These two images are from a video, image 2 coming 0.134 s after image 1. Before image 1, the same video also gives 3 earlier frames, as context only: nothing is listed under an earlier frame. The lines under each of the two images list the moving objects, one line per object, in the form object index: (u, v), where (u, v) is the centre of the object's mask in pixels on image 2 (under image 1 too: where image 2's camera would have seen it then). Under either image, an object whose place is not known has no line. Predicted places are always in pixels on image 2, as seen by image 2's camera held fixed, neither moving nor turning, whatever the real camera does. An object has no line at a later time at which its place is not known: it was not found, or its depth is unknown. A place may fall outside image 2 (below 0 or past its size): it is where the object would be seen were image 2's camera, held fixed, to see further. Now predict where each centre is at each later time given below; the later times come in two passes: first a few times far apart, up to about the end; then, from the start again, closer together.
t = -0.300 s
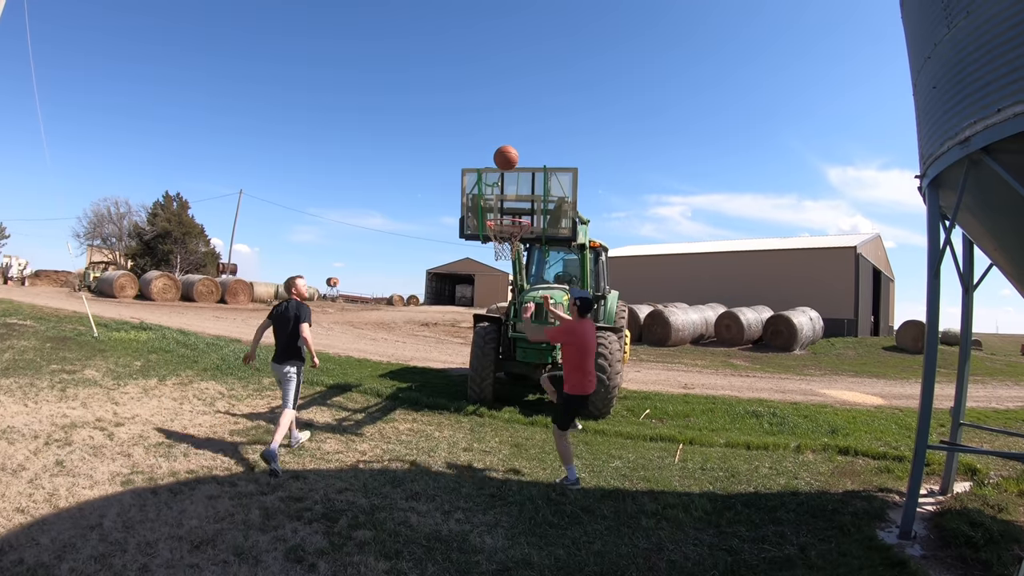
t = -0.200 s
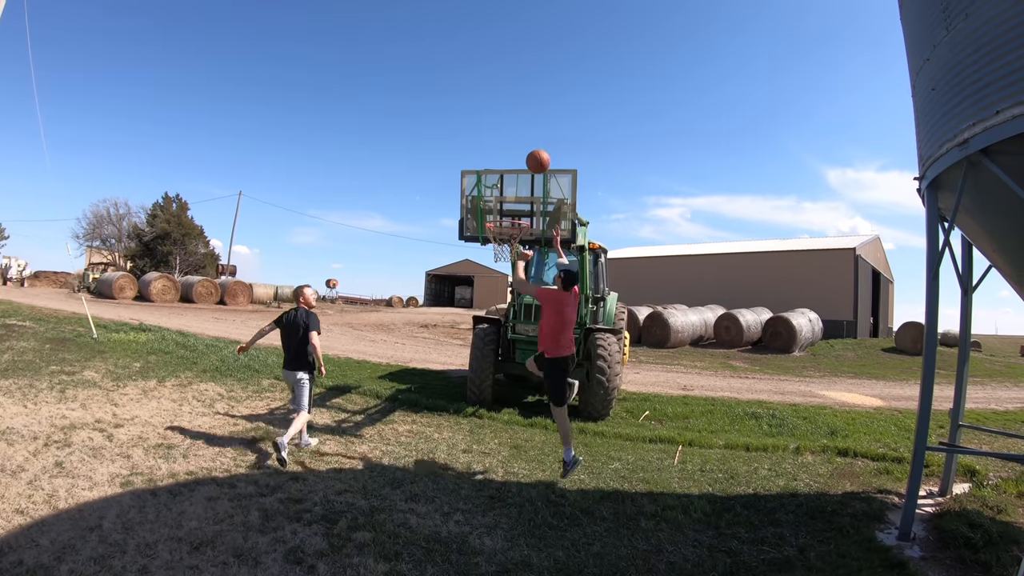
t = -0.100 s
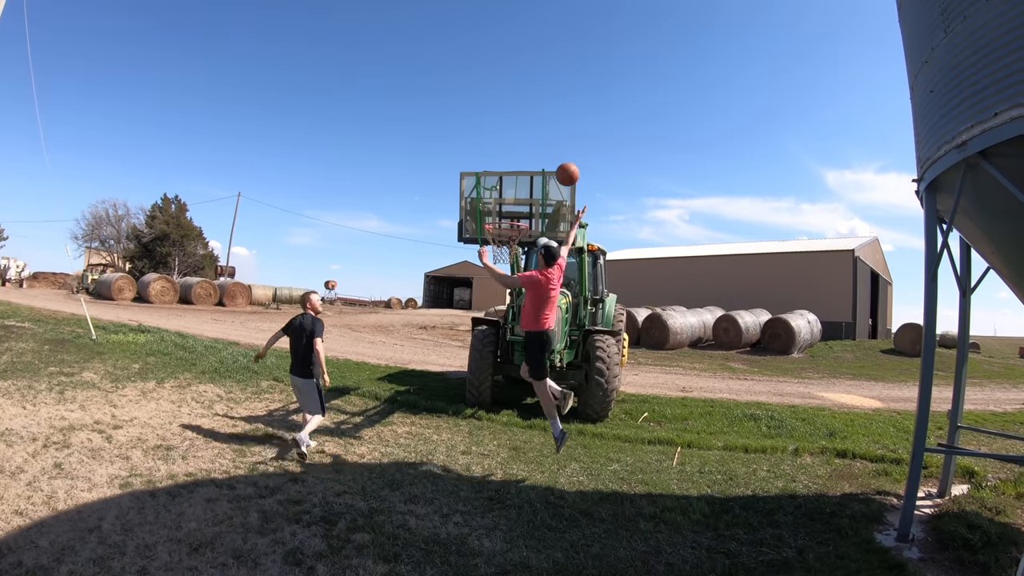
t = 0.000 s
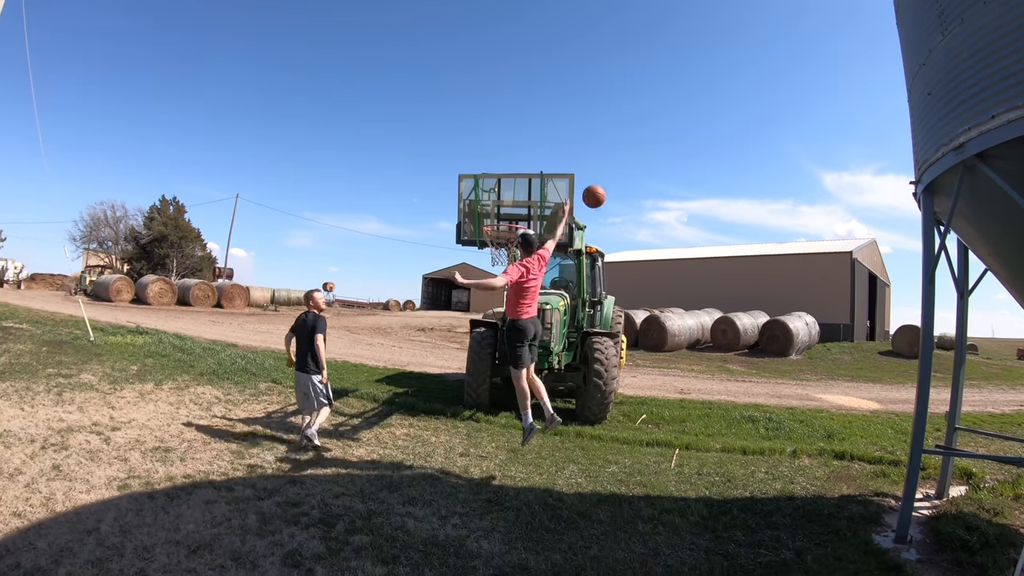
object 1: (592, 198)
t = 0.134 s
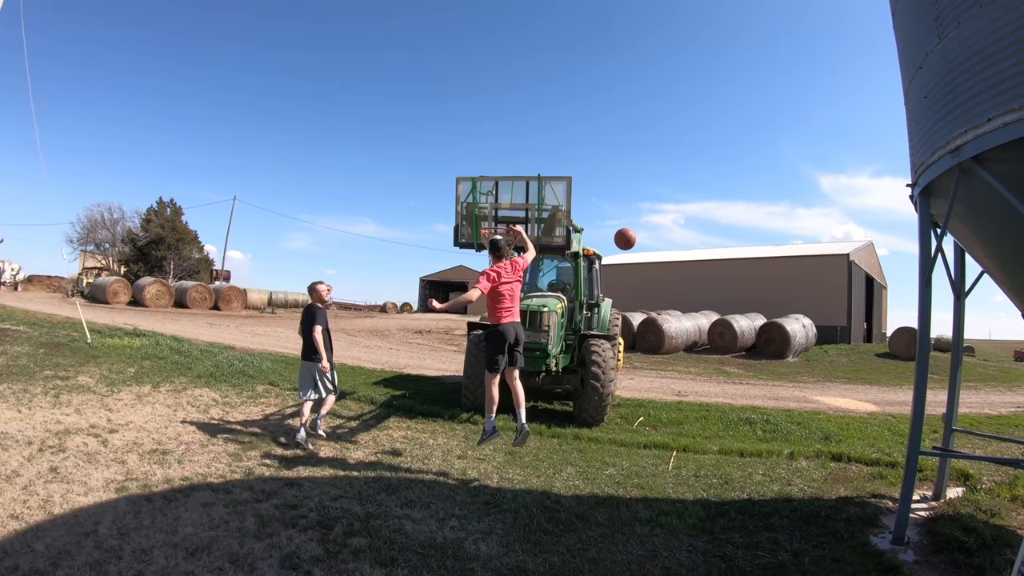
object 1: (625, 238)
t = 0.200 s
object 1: (640, 263)
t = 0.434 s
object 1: (685, 372)
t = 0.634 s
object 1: (714, 436)
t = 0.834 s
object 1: (740, 376)
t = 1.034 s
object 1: (764, 349)
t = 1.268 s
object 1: (786, 354)
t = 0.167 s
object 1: (633, 250)
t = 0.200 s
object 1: (640, 263)
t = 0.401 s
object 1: (680, 355)
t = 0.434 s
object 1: (685, 372)
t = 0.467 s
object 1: (690, 389)
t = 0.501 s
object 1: (696, 407)
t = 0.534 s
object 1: (700, 426)
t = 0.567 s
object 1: (705, 444)
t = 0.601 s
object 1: (708, 450)
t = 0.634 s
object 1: (714, 436)
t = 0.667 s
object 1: (719, 424)
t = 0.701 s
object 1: (724, 413)
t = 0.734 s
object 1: (727, 402)
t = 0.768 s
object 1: (732, 393)
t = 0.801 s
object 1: (736, 384)
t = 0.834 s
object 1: (740, 376)
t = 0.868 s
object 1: (745, 369)
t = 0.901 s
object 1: (749, 363)
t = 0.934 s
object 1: (754, 358)
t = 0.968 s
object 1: (757, 354)
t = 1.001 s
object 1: (761, 351)
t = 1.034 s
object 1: (764, 349)
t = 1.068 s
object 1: (767, 347)
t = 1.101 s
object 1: (771, 346)
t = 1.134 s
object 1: (773, 346)
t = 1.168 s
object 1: (777, 347)
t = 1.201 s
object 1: (780, 348)
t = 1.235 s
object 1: (782, 350)
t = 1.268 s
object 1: (786, 354)
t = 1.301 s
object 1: (789, 358)
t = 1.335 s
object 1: (791, 363)
